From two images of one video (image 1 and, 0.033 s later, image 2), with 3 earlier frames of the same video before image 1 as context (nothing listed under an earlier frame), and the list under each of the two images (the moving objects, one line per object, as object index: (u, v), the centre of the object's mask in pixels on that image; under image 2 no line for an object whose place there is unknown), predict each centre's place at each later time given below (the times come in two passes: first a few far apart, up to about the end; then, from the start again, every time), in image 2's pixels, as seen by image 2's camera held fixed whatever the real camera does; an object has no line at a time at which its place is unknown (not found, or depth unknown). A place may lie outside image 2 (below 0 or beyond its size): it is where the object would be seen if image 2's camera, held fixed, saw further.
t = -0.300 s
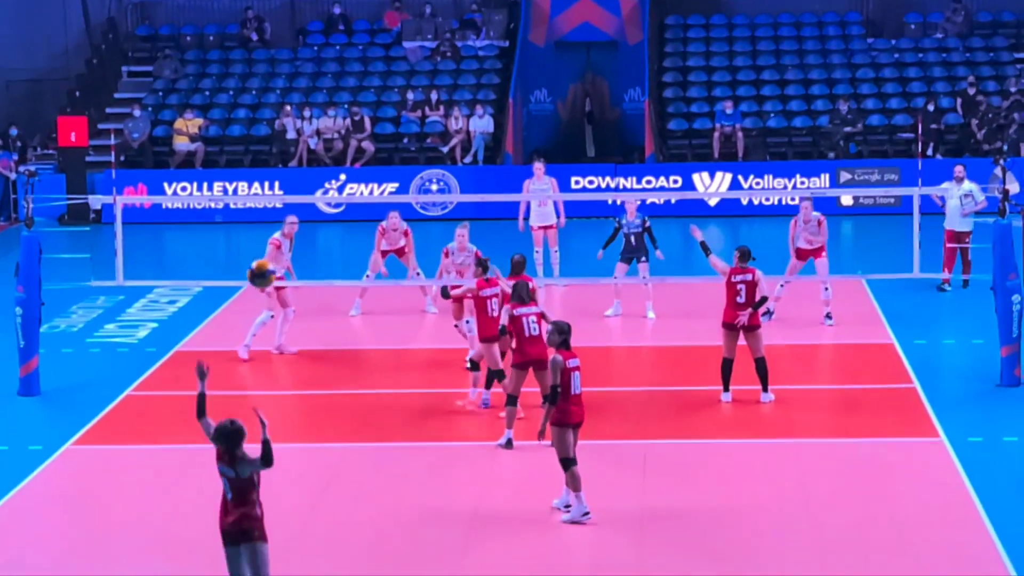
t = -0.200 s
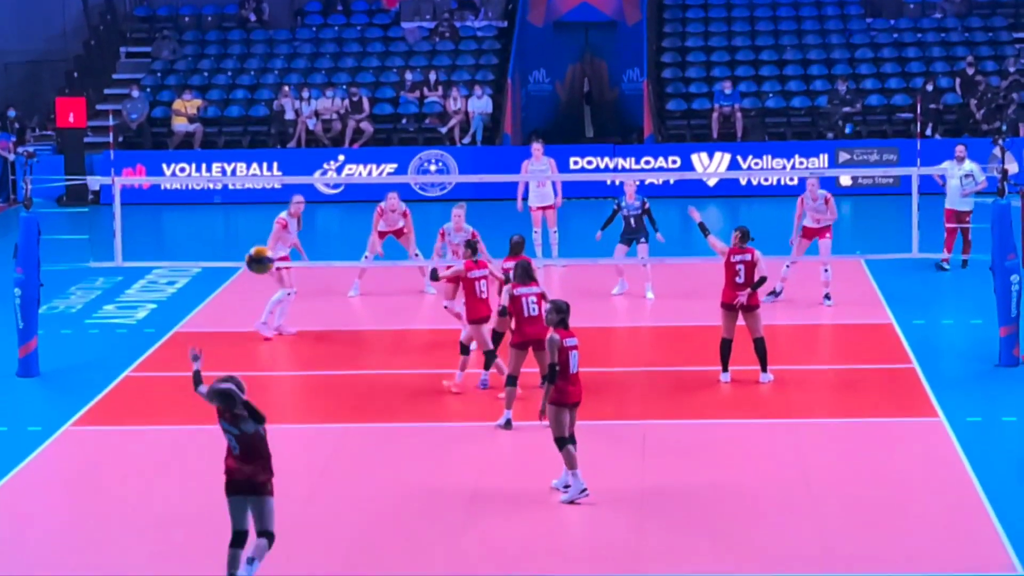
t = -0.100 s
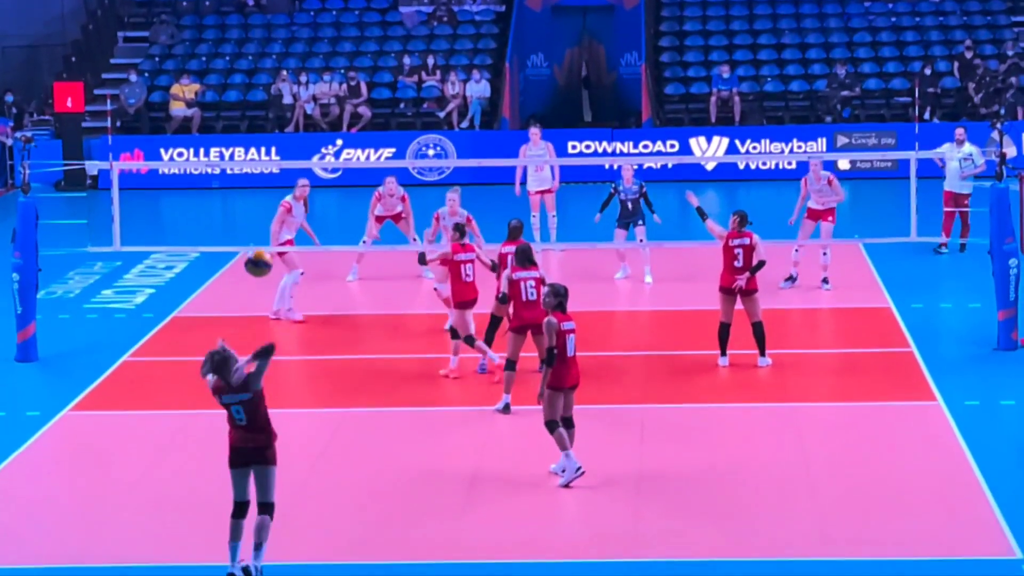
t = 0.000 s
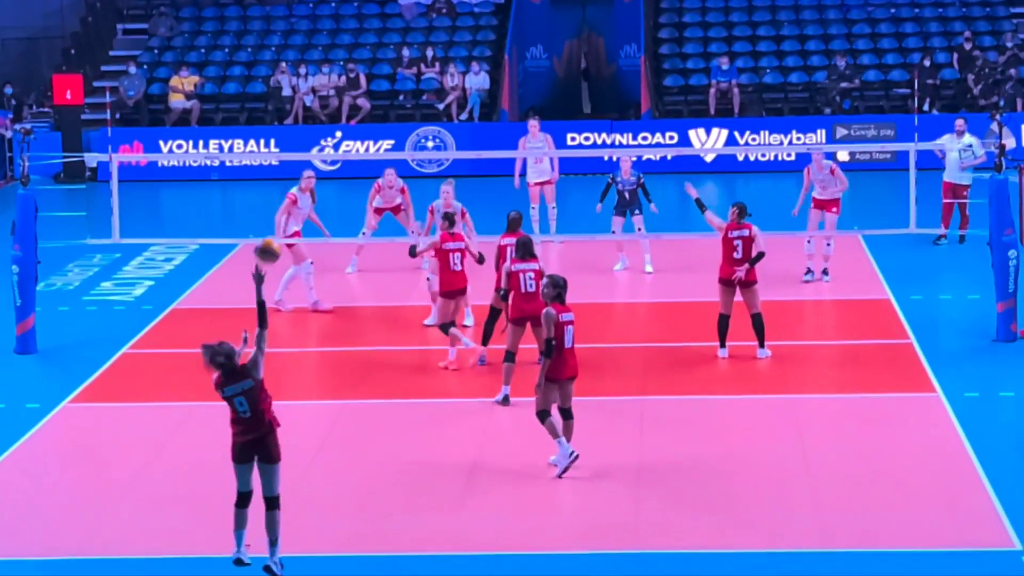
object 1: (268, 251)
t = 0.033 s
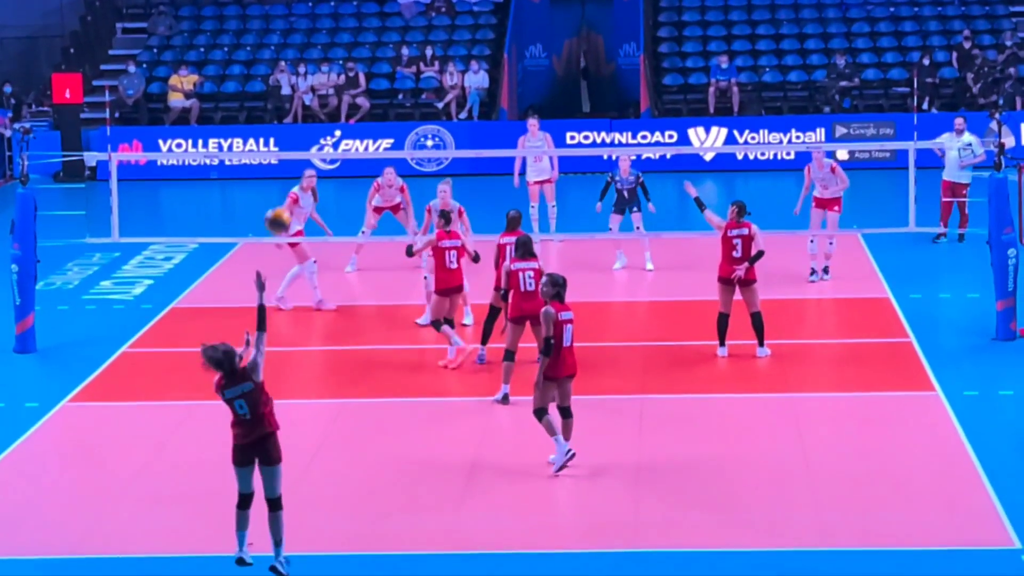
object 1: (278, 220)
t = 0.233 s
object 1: (328, 106)
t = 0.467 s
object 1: (364, 54)
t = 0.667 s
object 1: (398, 57)
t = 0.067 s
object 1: (288, 195)
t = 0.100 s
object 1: (298, 173)
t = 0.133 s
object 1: (306, 153)
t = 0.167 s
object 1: (314, 134)
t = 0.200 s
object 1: (322, 119)
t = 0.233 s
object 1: (328, 106)
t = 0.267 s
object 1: (333, 94)
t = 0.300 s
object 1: (340, 84)
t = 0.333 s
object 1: (346, 76)
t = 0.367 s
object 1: (350, 68)
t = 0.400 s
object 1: (355, 63)
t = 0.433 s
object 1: (360, 58)
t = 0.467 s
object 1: (364, 54)
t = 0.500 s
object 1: (370, 52)
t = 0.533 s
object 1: (375, 51)
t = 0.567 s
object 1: (381, 51)
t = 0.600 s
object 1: (386, 52)
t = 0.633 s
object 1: (392, 54)
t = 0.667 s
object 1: (398, 57)
